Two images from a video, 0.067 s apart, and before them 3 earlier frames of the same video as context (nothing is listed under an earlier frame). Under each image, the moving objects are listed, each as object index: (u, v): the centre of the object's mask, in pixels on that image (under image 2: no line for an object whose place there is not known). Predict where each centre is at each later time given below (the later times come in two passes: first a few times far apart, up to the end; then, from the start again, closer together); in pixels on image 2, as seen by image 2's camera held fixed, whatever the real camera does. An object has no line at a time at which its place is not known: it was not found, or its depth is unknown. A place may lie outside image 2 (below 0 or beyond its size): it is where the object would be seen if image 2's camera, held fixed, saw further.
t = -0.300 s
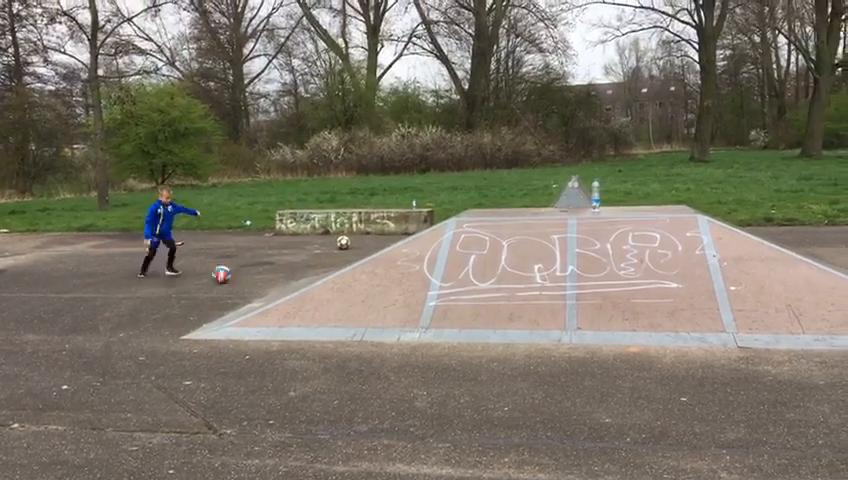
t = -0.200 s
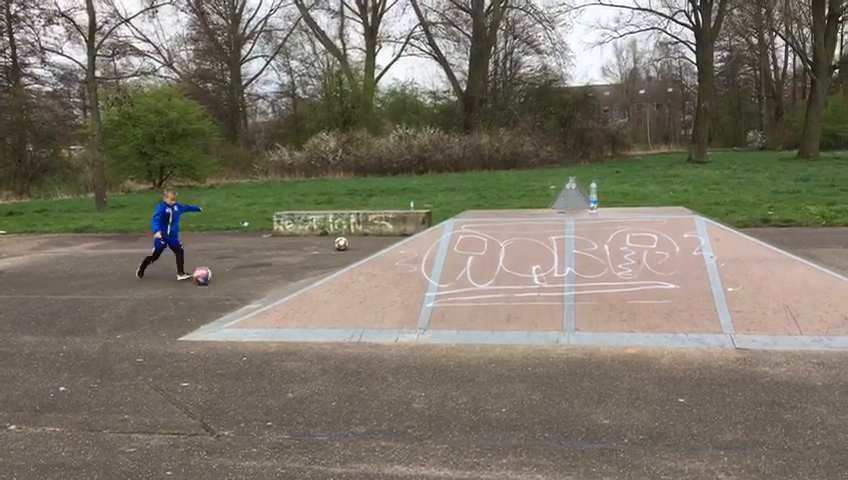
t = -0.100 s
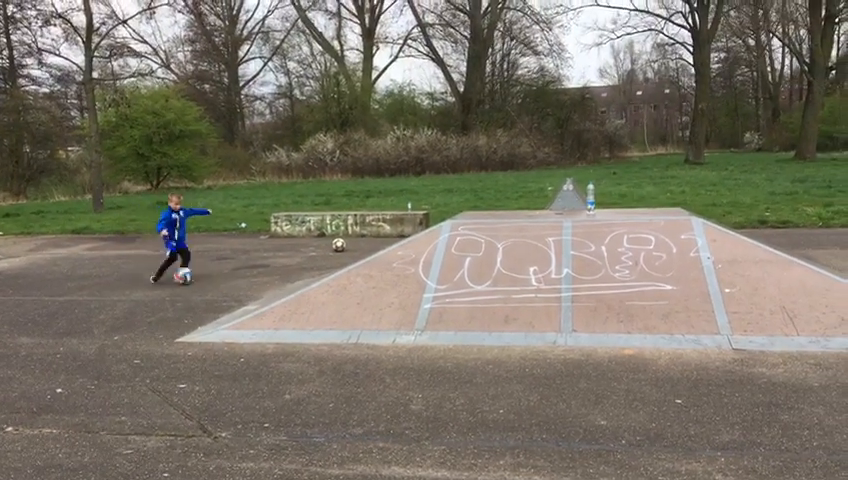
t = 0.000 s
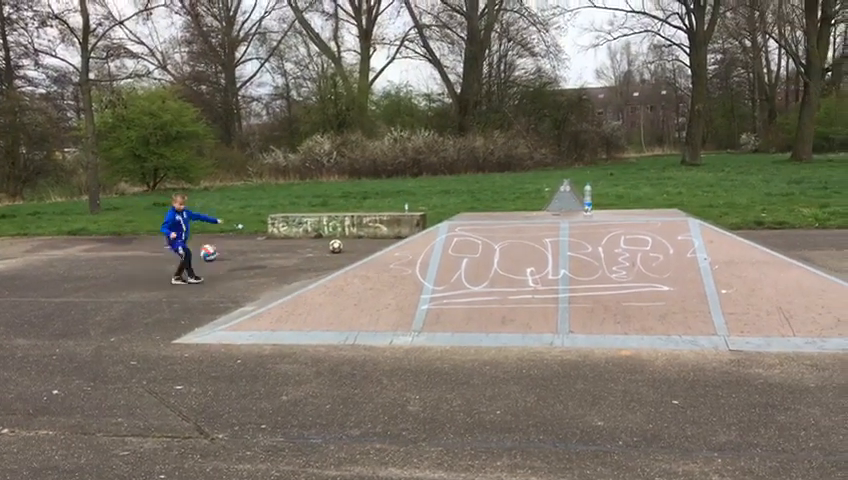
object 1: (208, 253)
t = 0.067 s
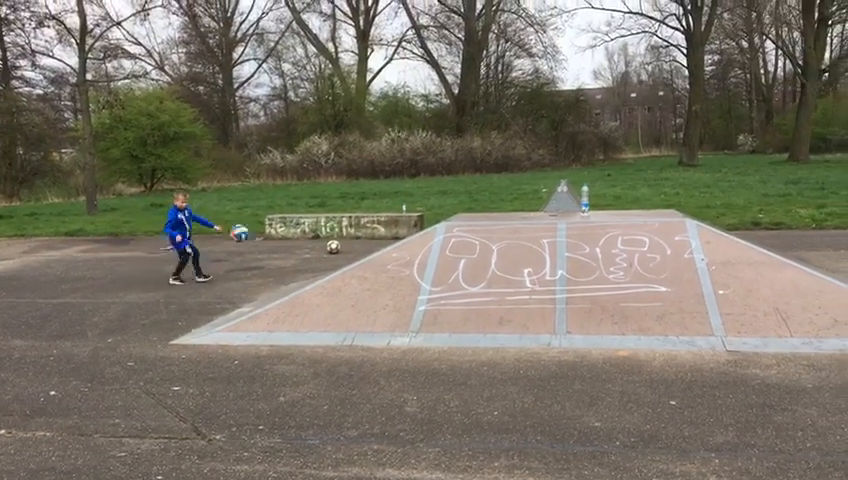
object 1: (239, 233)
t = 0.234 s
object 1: (325, 194)
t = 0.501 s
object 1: (468, 173)
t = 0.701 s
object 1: (581, 194)
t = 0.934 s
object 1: (657, 206)
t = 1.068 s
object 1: (686, 197)
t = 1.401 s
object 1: (759, 229)
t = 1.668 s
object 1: (826, 258)
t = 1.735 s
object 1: (846, 264)
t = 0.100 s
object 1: (256, 224)
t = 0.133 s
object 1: (274, 214)
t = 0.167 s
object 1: (291, 207)
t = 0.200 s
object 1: (307, 199)
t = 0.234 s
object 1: (325, 194)
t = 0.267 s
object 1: (342, 188)
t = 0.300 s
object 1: (360, 183)
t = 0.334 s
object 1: (378, 180)
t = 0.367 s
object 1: (395, 177)
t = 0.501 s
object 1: (468, 173)
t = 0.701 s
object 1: (581, 194)
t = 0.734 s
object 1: (593, 195)
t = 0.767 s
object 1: (603, 195)
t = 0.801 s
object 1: (614, 194)
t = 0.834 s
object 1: (624, 195)
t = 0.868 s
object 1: (635, 198)
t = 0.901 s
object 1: (645, 201)
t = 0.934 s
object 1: (657, 206)
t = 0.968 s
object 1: (665, 203)
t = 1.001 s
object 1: (672, 200)
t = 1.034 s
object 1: (678, 198)
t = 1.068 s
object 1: (686, 197)
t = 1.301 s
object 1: (735, 221)
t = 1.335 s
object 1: (744, 228)
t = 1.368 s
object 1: (750, 230)
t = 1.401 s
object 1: (759, 229)
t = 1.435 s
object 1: (767, 230)
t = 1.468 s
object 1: (775, 232)
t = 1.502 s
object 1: (784, 235)
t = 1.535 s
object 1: (791, 239)
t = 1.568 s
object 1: (800, 245)
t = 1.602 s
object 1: (808, 251)
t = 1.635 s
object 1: (816, 258)
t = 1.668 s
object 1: (826, 258)
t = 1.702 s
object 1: (837, 261)
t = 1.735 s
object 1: (846, 264)
